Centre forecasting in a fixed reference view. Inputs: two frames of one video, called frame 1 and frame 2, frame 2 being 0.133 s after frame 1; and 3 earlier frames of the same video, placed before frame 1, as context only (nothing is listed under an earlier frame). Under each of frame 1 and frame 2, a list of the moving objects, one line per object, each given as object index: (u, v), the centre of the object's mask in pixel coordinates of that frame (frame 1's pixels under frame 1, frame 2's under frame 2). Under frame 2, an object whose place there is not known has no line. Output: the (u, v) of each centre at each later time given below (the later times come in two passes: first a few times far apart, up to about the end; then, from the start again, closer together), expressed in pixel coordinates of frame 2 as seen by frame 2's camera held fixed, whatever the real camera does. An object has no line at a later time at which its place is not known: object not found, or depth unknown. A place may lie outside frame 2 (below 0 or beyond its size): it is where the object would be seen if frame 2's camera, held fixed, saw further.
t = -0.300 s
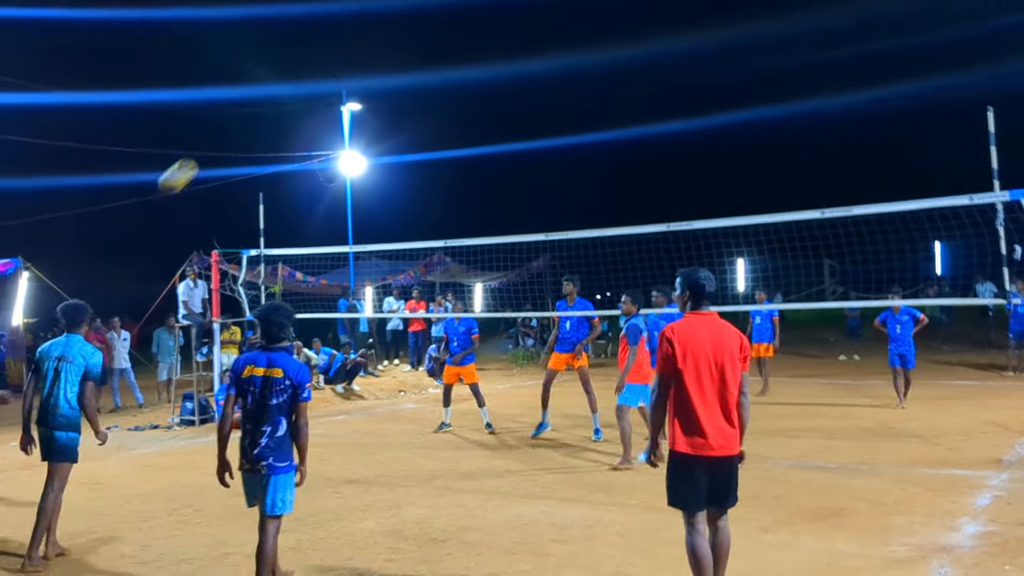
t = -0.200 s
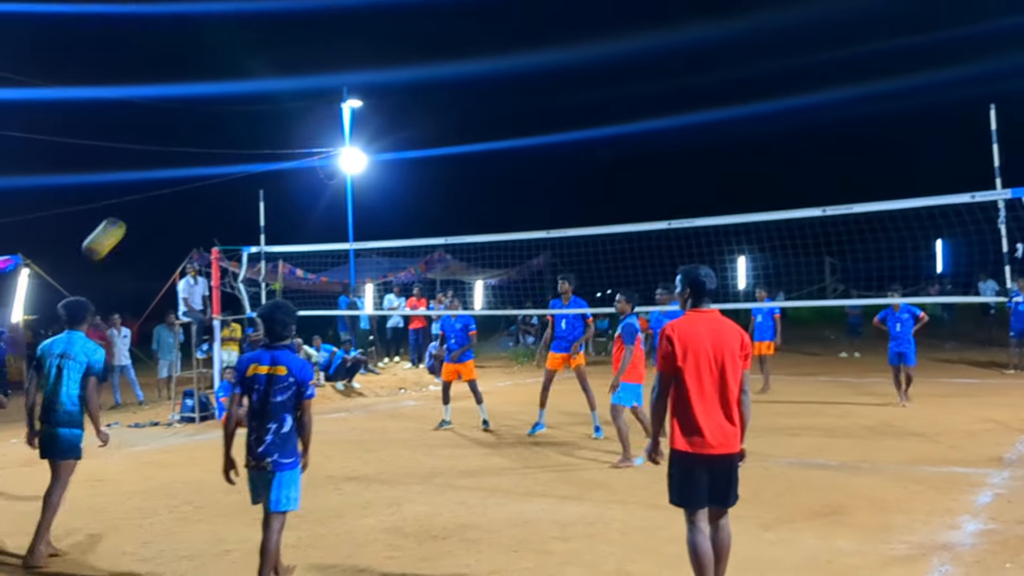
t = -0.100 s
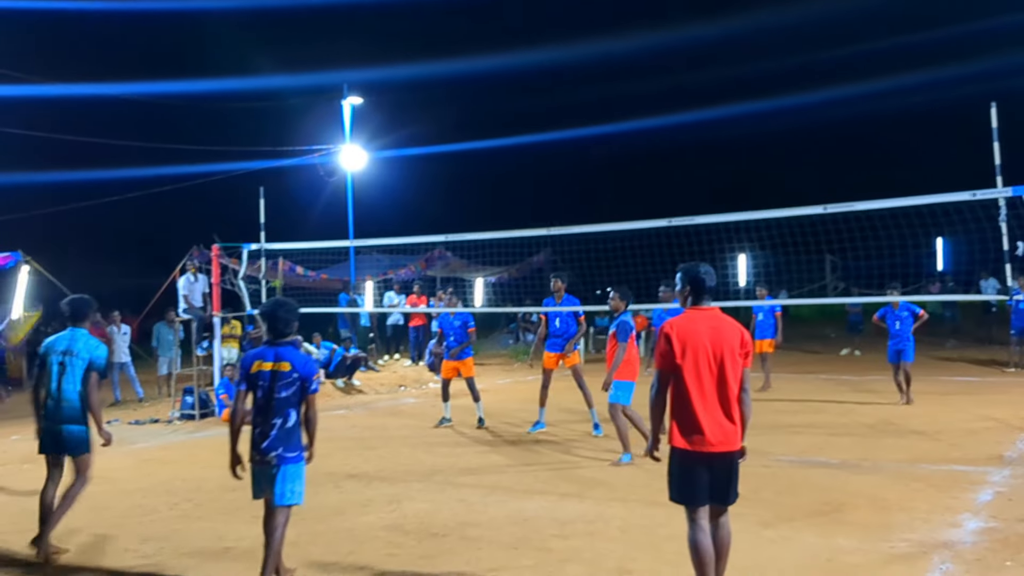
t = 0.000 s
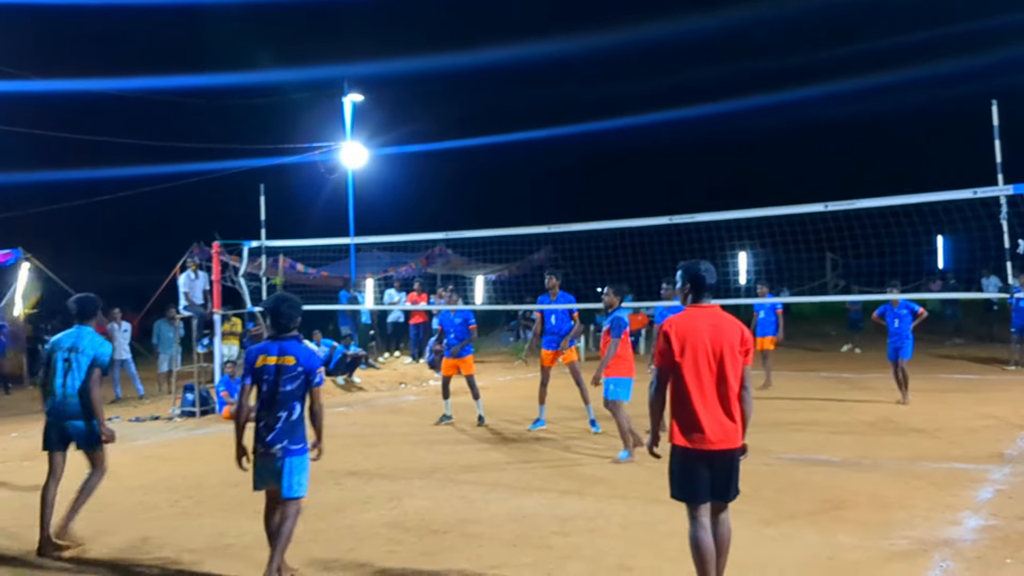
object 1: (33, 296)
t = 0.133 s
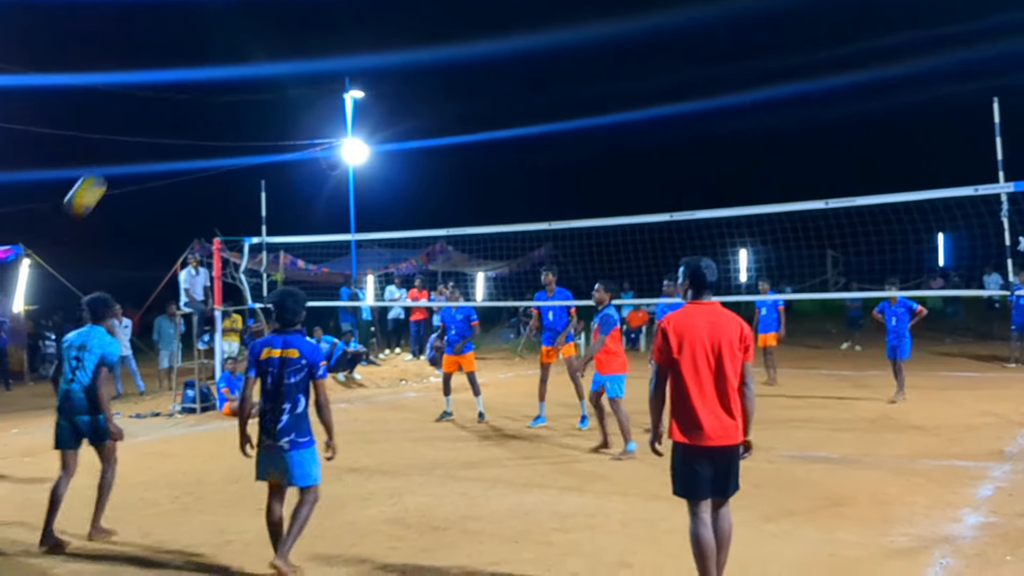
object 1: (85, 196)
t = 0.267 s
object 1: (146, 118)
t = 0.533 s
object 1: (262, 32)
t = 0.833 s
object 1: (380, 32)
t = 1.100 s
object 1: (476, 112)
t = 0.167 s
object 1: (101, 173)
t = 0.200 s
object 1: (117, 153)
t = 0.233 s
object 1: (131, 135)
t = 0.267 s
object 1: (146, 118)
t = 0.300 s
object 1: (161, 103)
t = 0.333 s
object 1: (176, 89)
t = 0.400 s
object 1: (205, 63)
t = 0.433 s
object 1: (220, 54)
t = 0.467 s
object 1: (234, 45)
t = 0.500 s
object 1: (248, 38)
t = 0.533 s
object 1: (262, 32)
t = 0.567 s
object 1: (276, 27)
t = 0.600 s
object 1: (289, 24)
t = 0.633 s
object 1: (302, 21)
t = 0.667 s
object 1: (315, 20)
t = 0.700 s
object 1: (328, 20)
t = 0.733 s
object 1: (342, 22)
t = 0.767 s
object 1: (354, 24)
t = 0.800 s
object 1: (367, 28)
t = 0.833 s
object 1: (380, 32)
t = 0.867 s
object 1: (392, 38)
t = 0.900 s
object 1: (404, 46)
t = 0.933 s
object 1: (417, 54)
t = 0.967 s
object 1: (429, 64)
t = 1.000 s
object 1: (441, 74)
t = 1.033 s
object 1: (452, 85)
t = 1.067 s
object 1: (464, 98)
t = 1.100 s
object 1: (476, 112)
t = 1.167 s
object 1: (498, 142)
